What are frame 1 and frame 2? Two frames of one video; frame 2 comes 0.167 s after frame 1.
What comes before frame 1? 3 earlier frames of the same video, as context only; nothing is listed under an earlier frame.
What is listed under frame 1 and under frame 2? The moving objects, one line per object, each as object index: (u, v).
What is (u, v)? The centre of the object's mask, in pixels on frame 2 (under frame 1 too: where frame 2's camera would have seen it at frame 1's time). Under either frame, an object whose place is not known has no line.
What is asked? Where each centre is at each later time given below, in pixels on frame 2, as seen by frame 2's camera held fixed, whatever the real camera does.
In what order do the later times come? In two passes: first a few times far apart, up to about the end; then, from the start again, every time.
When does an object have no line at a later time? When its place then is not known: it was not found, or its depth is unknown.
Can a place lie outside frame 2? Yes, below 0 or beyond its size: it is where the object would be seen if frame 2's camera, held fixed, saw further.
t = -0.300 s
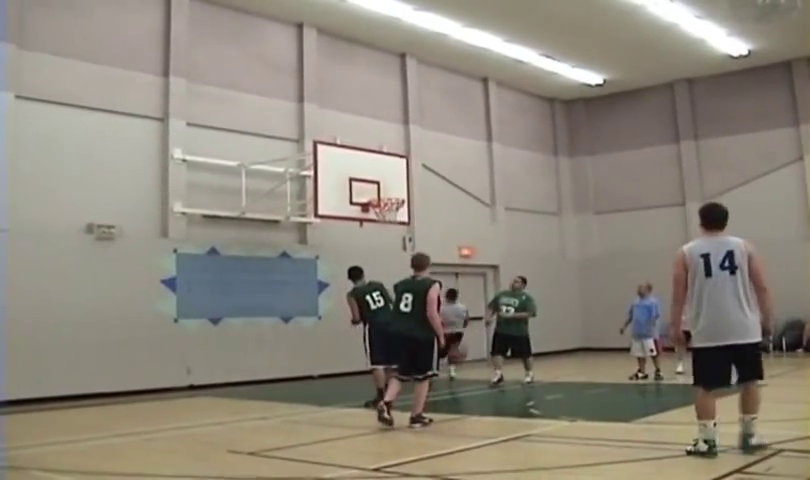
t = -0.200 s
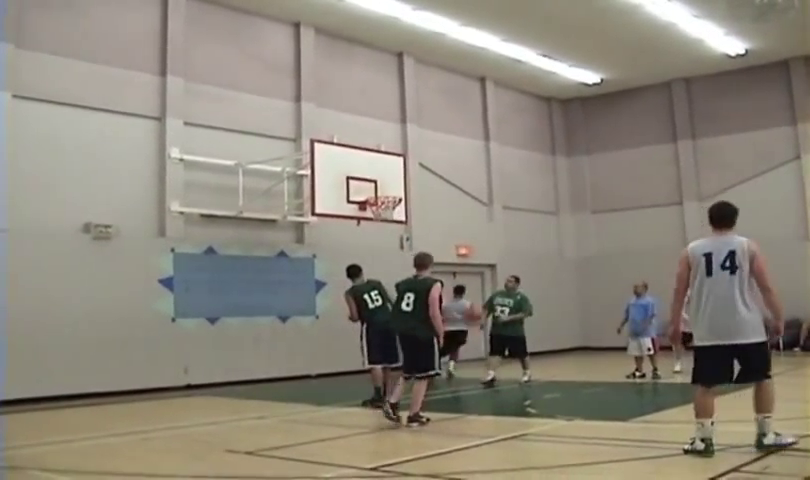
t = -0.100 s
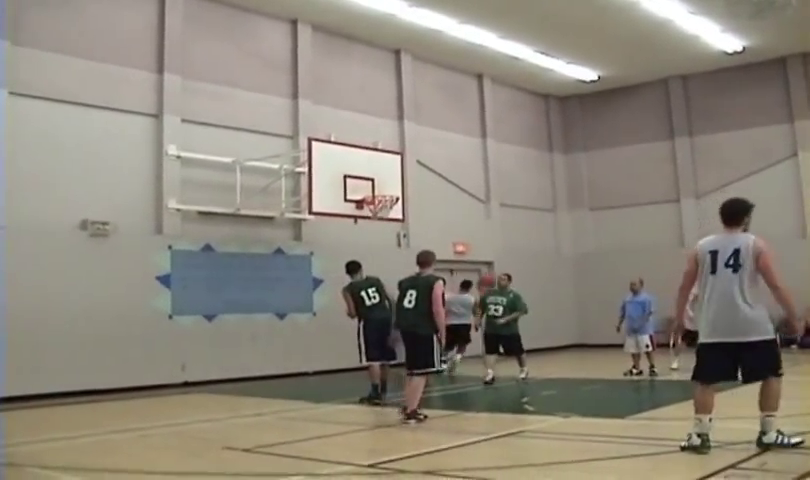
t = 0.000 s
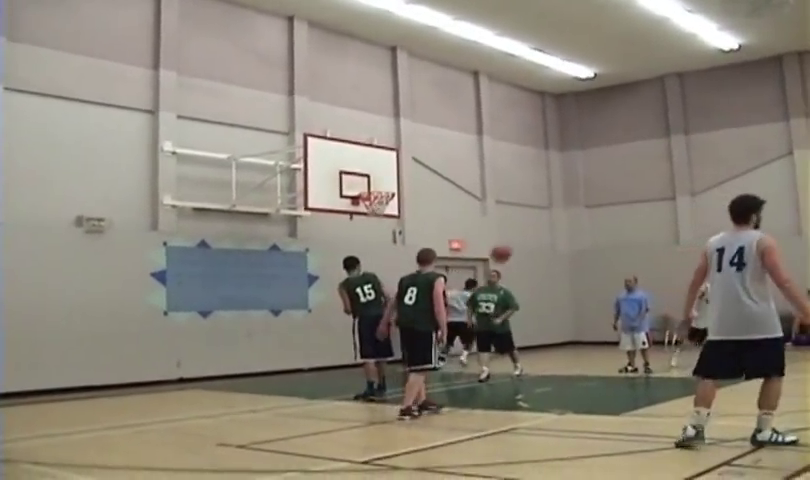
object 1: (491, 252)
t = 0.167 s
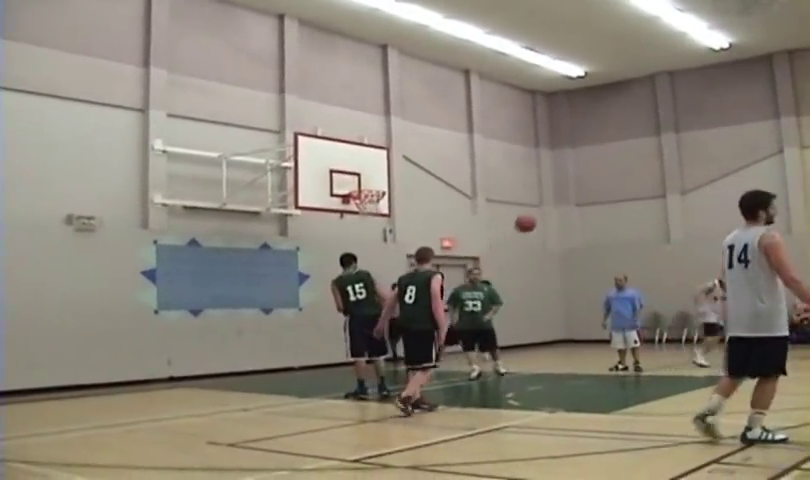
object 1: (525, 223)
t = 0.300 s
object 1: (554, 215)
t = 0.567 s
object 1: (619, 235)
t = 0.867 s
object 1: (708, 333)
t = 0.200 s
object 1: (532, 220)
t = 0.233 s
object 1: (539, 217)
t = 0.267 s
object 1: (546, 215)
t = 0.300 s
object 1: (554, 215)
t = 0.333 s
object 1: (562, 214)
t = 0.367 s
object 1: (569, 215)
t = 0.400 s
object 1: (577, 216)
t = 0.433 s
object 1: (585, 218)
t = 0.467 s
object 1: (593, 221)
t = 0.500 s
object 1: (602, 225)
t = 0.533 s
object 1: (610, 229)
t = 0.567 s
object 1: (619, 235)
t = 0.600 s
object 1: (629, 242)
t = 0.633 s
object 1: (638, 250)
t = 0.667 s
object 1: (647, 258)
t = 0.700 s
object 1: (657, 268)
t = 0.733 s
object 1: (667, 279)
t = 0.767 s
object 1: (677, 290)
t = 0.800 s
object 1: (686, 302)
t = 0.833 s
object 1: (697, 318)
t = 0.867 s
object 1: (708, 333)
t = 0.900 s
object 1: (720, 352)
